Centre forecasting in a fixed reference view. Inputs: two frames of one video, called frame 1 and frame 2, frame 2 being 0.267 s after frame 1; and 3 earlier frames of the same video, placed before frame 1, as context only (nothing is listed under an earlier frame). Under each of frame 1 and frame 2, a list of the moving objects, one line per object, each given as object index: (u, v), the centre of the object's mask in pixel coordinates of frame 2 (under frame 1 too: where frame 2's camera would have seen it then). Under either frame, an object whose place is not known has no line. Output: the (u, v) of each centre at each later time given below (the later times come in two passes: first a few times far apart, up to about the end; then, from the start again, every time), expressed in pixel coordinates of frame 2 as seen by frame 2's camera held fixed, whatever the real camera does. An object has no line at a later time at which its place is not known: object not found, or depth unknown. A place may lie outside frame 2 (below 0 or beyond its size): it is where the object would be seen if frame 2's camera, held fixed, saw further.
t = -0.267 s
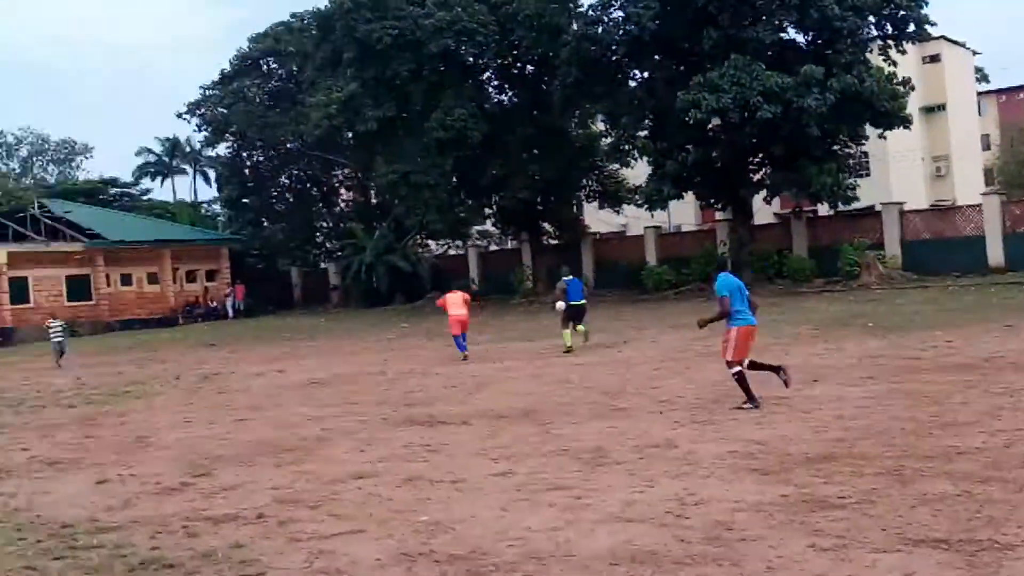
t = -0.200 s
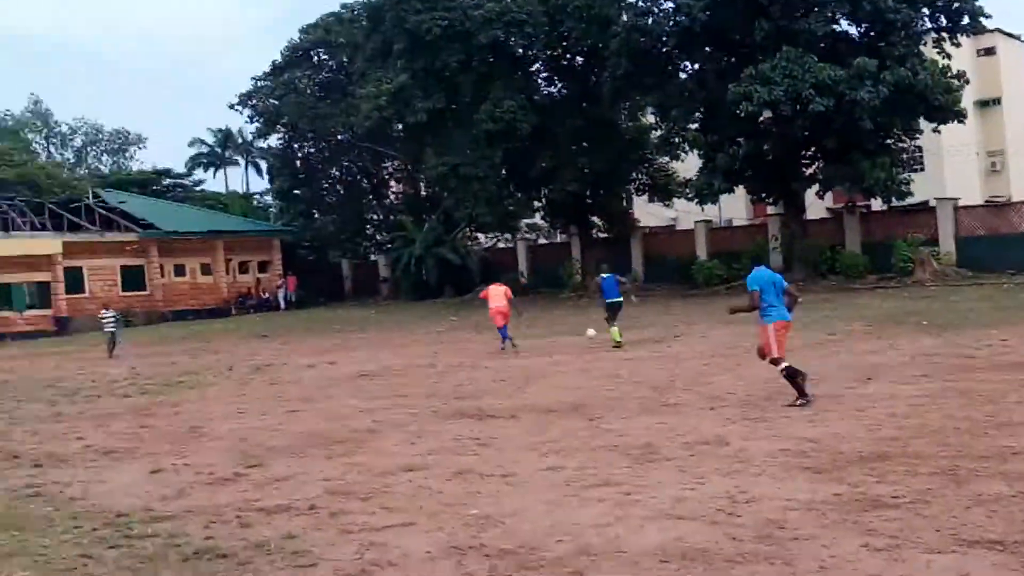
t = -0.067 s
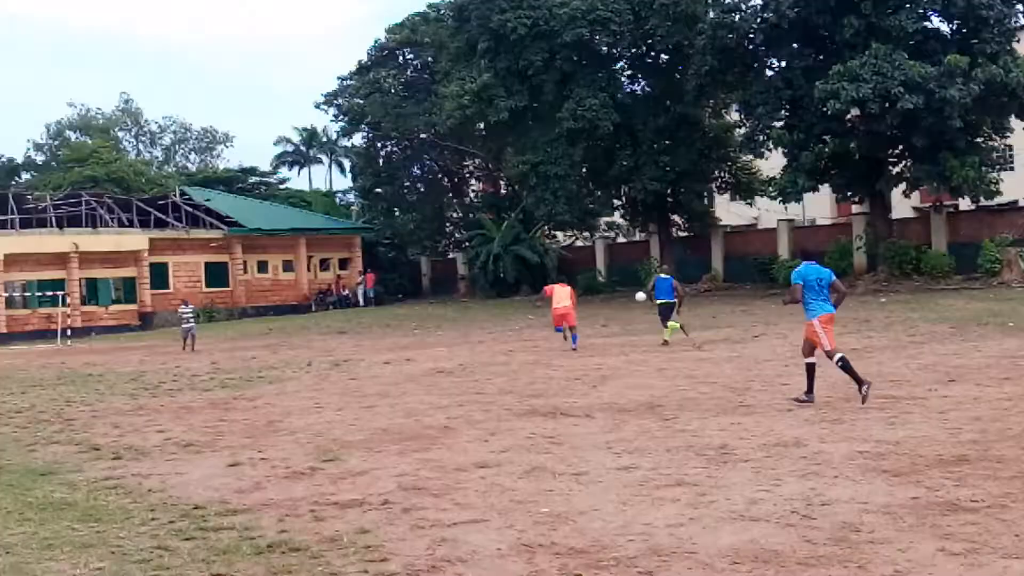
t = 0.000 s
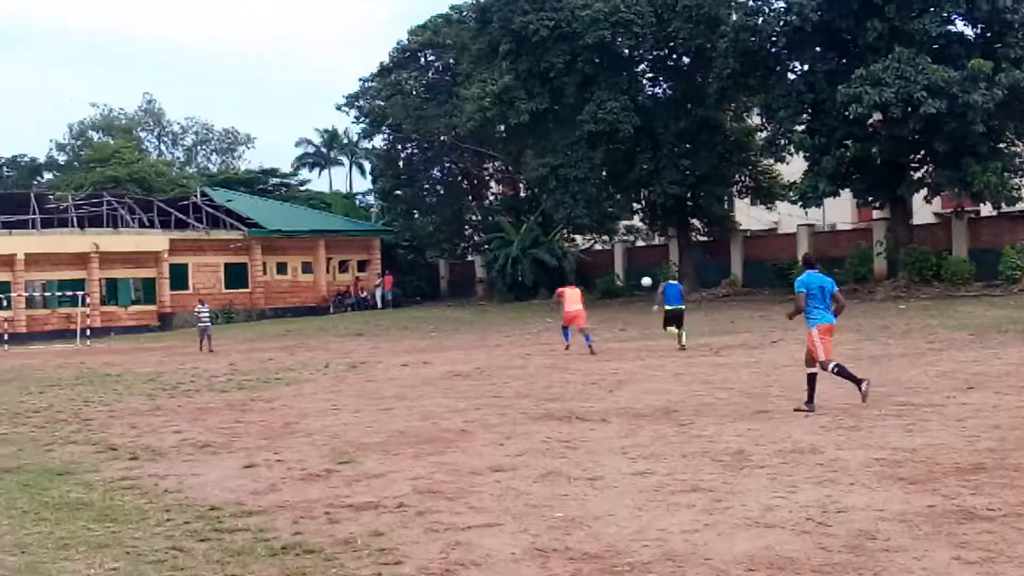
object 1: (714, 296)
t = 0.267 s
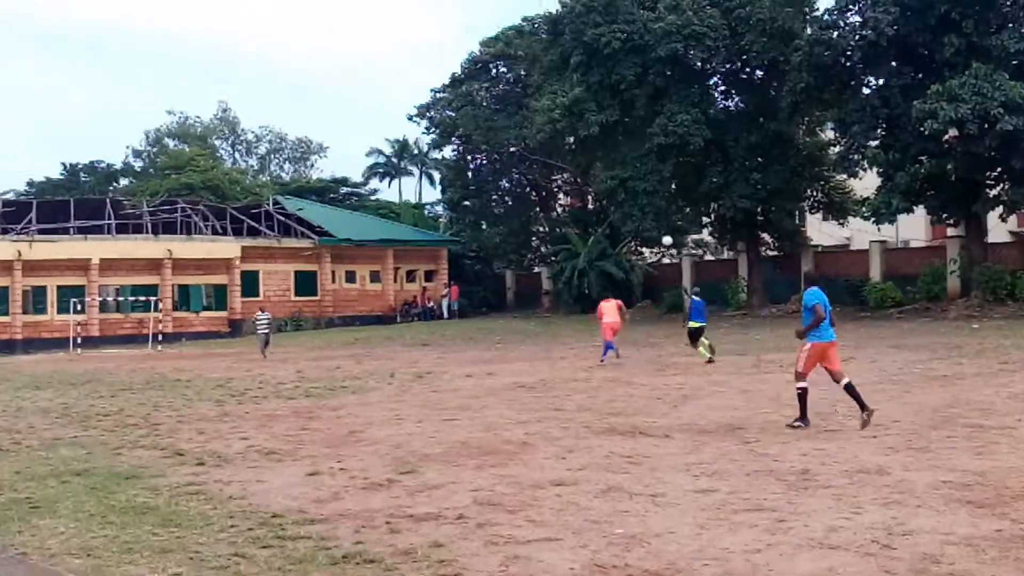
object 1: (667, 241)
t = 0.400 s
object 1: (645, 227)
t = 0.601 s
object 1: (614, 221)
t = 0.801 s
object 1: (586, 232)
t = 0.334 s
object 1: (656, 232)
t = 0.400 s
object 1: (645, 227)
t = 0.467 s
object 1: (635, 223)
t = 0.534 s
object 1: (624, 221)
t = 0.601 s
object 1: (614, 221)
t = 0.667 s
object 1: (604, 223)
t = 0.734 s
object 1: (595, 227)
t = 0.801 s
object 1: (586, 232)
